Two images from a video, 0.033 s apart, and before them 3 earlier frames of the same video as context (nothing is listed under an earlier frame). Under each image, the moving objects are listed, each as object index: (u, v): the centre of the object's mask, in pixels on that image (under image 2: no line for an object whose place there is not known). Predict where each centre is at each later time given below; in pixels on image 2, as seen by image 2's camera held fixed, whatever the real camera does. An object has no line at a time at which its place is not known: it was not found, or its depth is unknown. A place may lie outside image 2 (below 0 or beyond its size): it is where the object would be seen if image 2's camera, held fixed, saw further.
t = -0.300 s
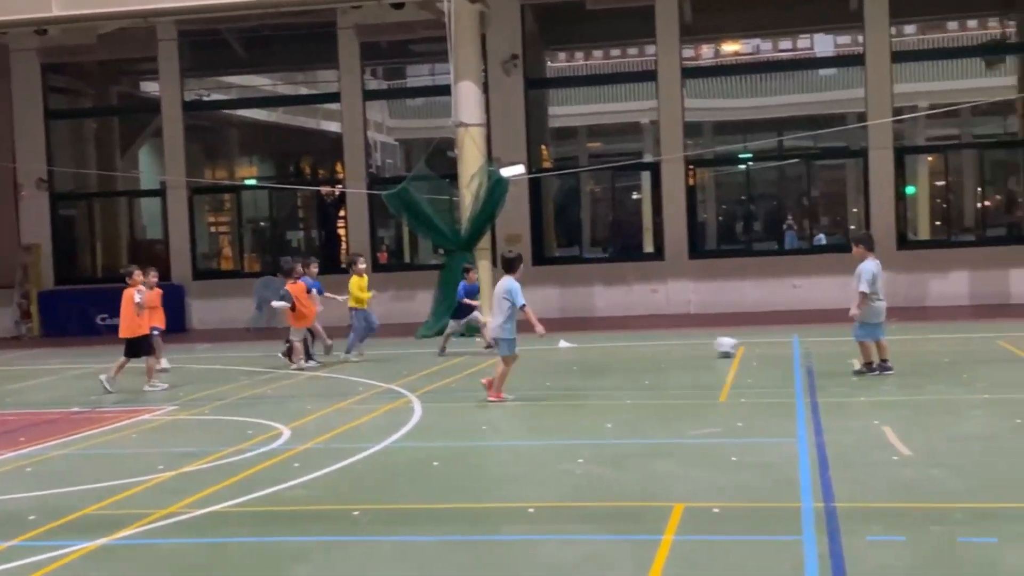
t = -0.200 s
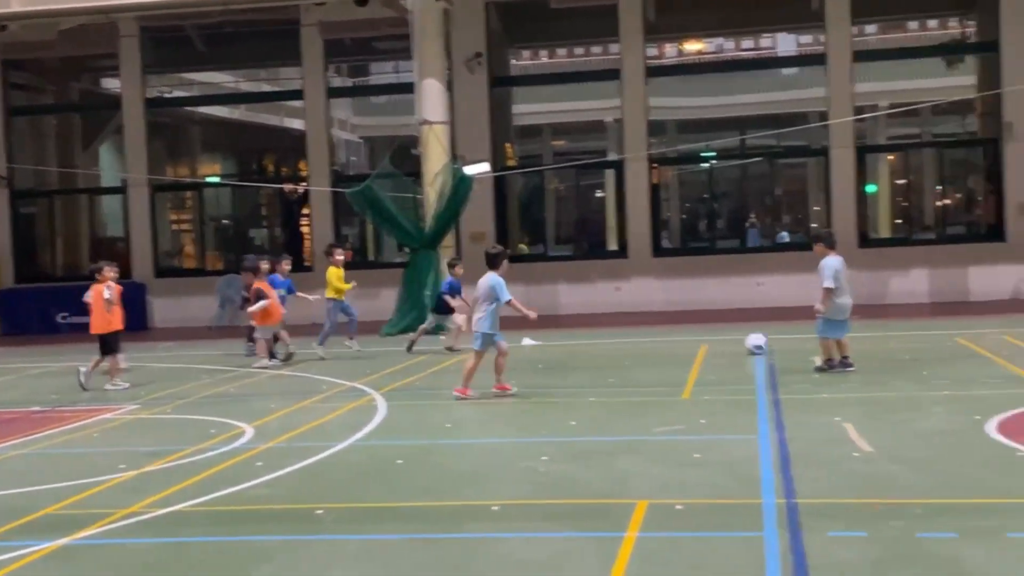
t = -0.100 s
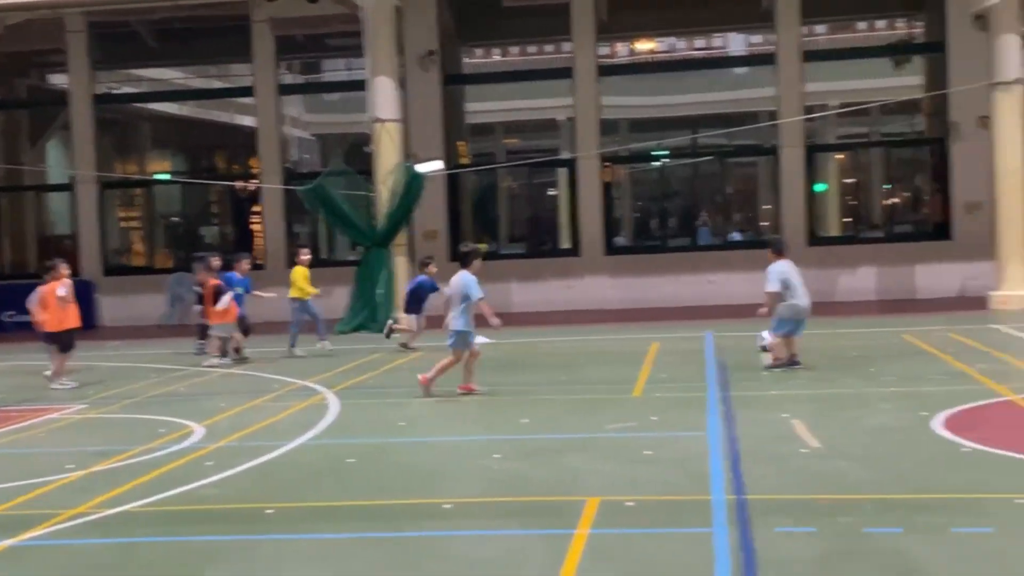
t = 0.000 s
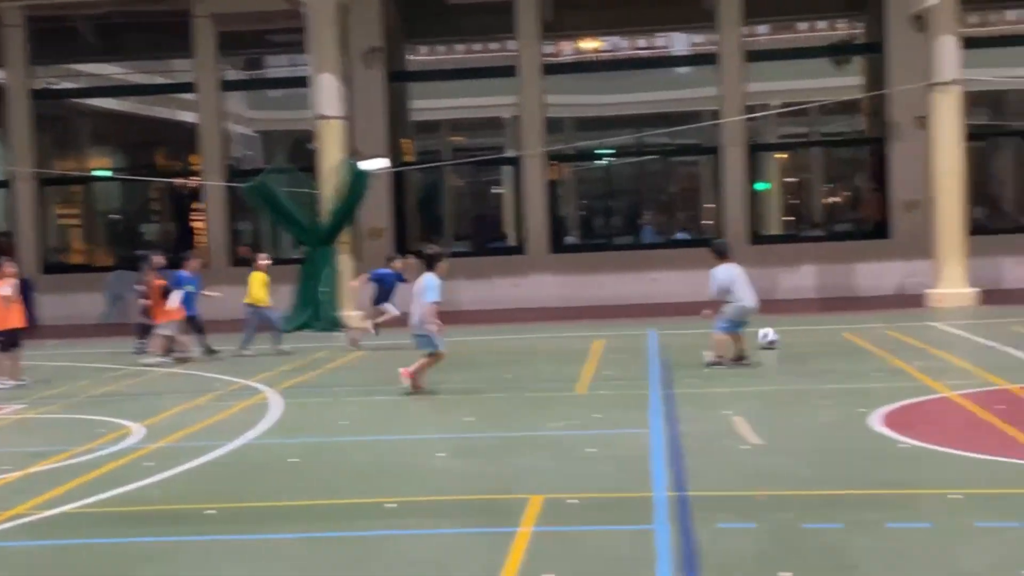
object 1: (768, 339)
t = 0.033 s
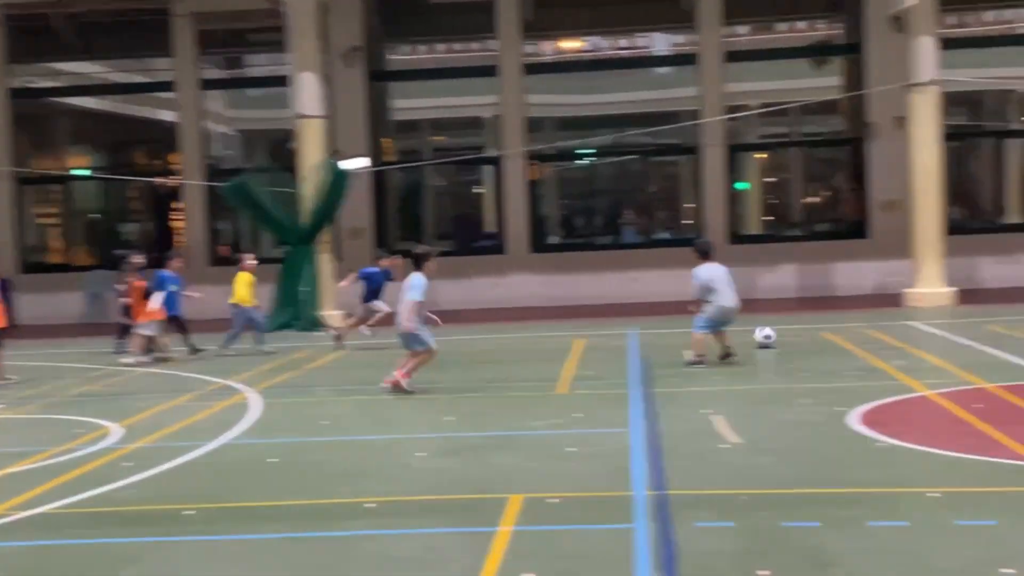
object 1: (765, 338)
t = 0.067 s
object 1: (782, 338)
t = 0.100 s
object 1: (799, 337)
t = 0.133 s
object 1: (815, 336)
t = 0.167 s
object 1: (831, 336)
